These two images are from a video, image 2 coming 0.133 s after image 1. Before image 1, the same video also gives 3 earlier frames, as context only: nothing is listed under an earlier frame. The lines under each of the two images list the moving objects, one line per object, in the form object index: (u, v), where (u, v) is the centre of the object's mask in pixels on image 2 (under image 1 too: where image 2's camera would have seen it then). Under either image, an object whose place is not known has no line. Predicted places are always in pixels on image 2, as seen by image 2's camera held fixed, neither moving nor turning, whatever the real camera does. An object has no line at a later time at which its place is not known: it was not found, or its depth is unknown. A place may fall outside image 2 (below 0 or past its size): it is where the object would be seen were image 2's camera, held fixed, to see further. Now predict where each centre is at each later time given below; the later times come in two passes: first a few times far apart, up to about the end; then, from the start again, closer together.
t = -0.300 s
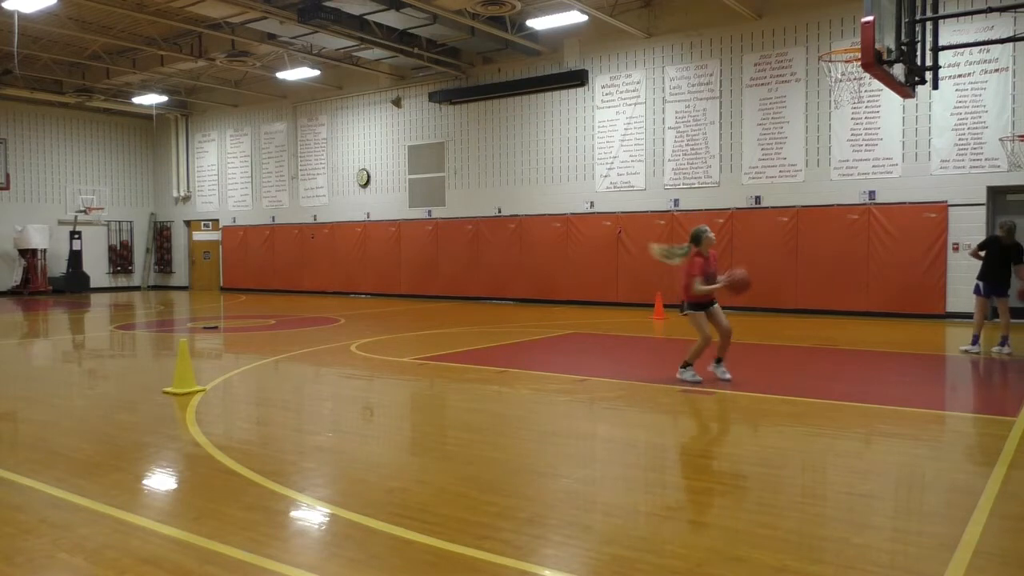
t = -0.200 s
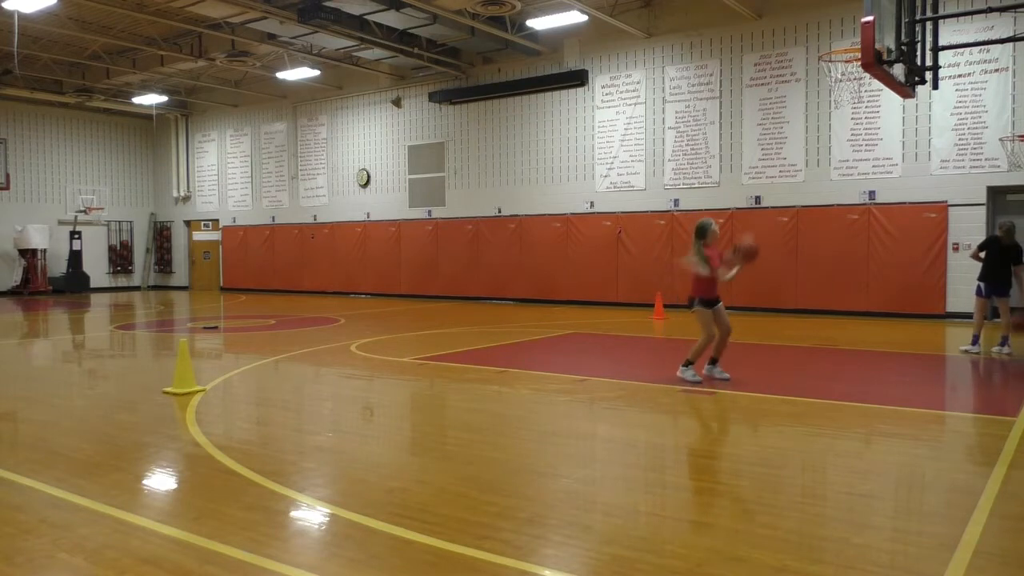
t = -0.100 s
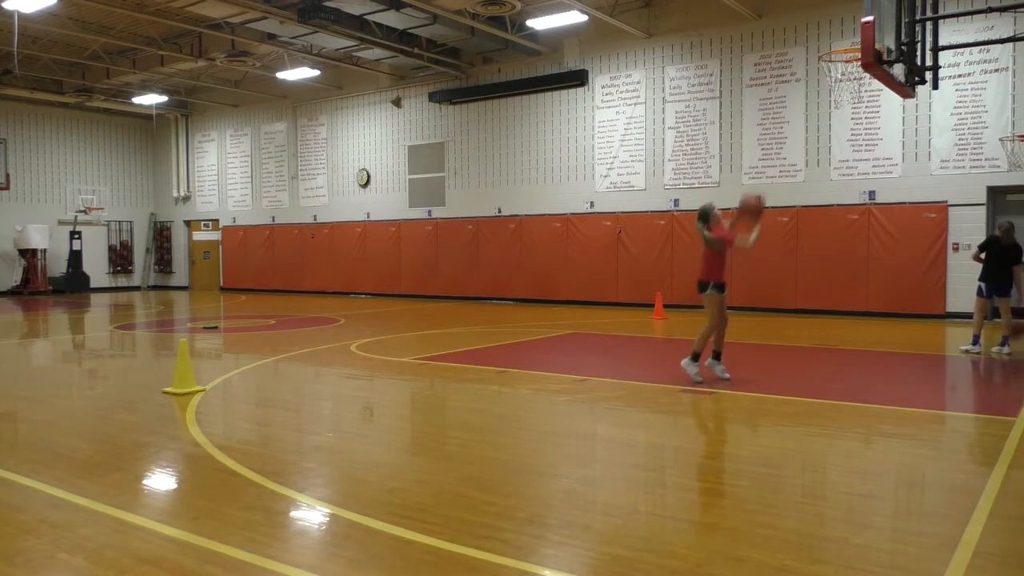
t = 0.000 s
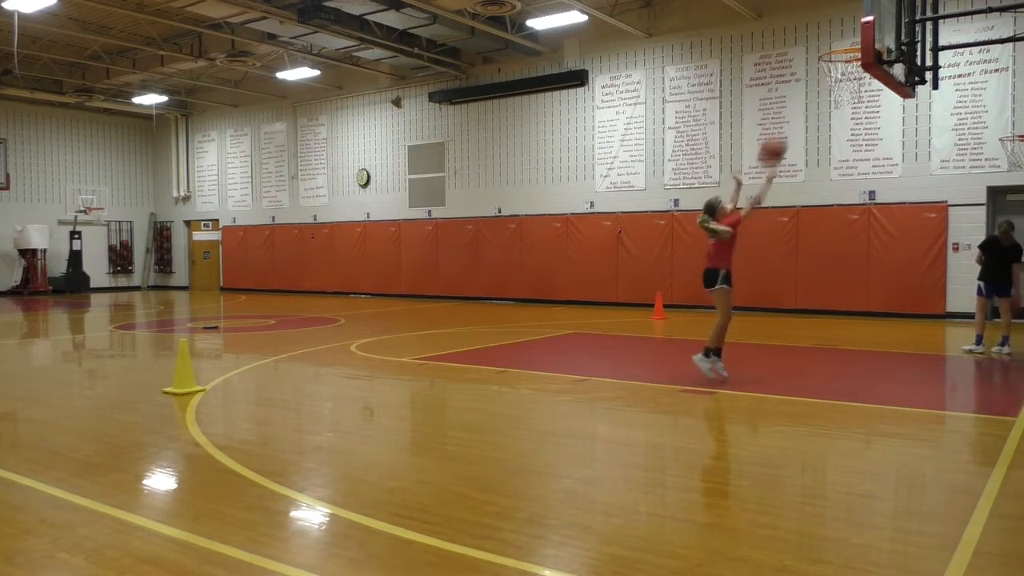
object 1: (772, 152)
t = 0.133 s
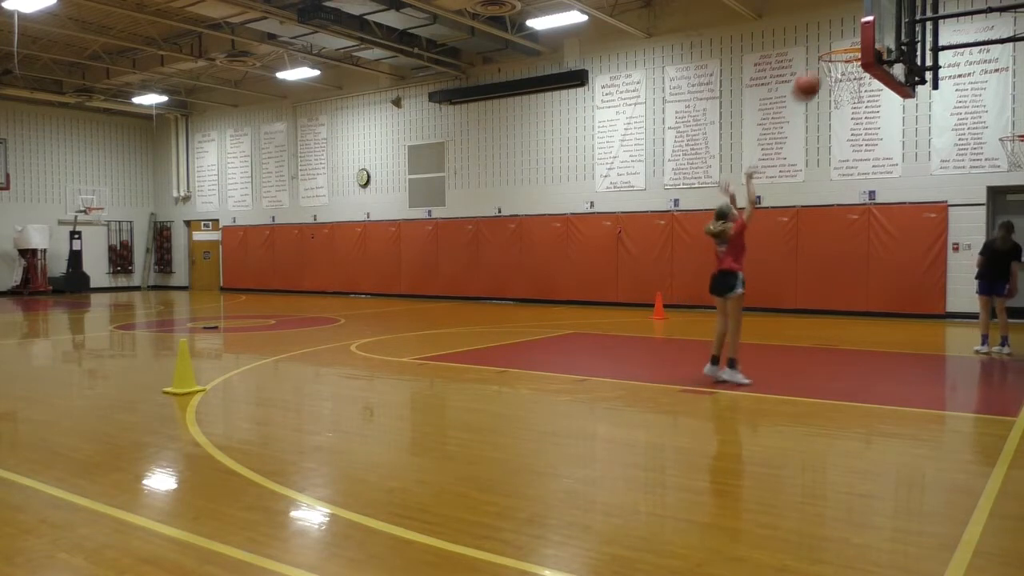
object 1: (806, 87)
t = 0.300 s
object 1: (846, 36)
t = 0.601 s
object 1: (845, 39)
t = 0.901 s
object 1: (831, 94)
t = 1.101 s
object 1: (833, 145)
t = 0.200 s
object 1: (822, 63)
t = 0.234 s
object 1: (831, 52)
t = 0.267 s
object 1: (839, 42)
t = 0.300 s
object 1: (846, 36)
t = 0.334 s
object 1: (851, 29)
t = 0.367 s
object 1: (855, 23)
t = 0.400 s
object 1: (858, 20)
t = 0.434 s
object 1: (856, 21)
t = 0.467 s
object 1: (855, 23)
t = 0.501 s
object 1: (853, 26)
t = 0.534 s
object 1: (851, 30)
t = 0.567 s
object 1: (848, 35)
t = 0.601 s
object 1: (845, 39)
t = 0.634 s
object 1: (842, 47)
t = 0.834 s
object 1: (830, 86)
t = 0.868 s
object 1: (830, 88)
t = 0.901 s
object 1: (831, 94)
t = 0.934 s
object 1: (831, 99)
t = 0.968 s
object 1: (831, 106)
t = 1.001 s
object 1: (832, 113)
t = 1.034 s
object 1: (832, 123)
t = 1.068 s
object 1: (833, 133)
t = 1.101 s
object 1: (833, 145)
